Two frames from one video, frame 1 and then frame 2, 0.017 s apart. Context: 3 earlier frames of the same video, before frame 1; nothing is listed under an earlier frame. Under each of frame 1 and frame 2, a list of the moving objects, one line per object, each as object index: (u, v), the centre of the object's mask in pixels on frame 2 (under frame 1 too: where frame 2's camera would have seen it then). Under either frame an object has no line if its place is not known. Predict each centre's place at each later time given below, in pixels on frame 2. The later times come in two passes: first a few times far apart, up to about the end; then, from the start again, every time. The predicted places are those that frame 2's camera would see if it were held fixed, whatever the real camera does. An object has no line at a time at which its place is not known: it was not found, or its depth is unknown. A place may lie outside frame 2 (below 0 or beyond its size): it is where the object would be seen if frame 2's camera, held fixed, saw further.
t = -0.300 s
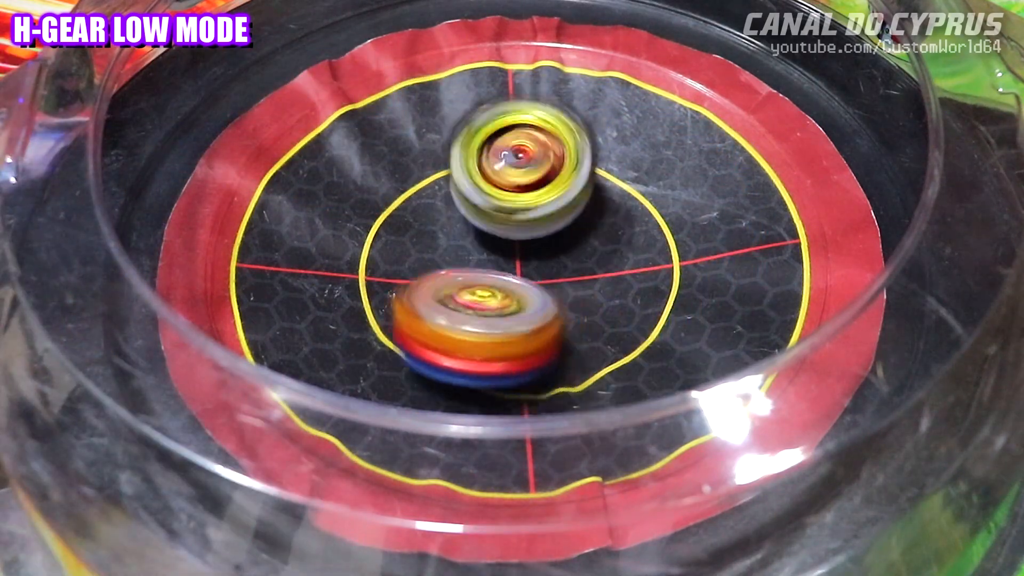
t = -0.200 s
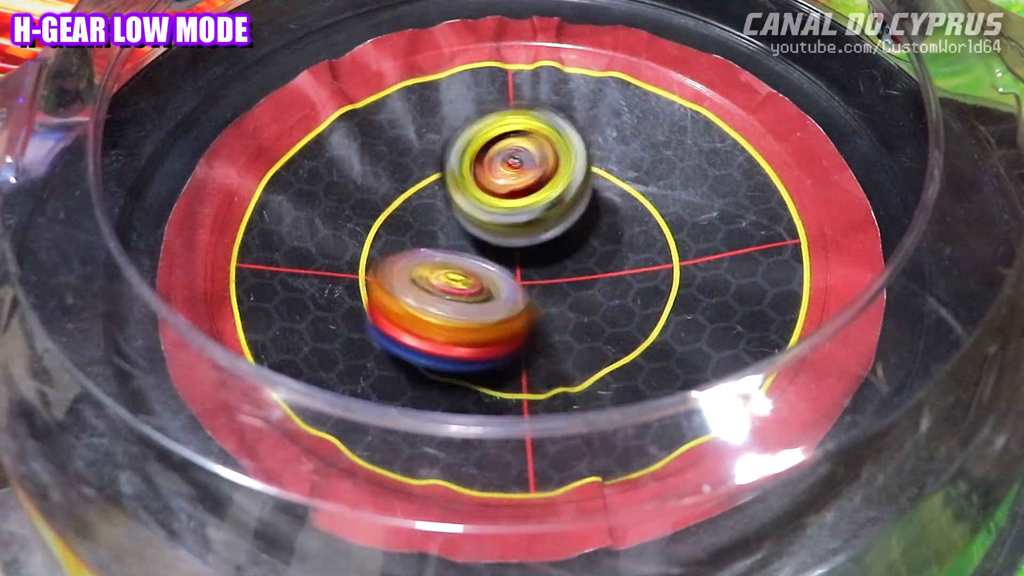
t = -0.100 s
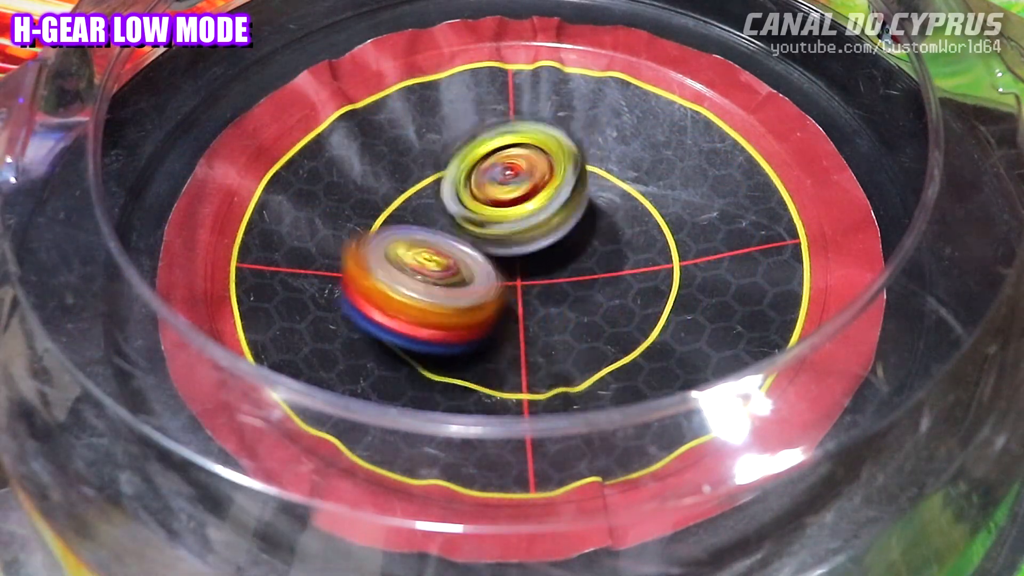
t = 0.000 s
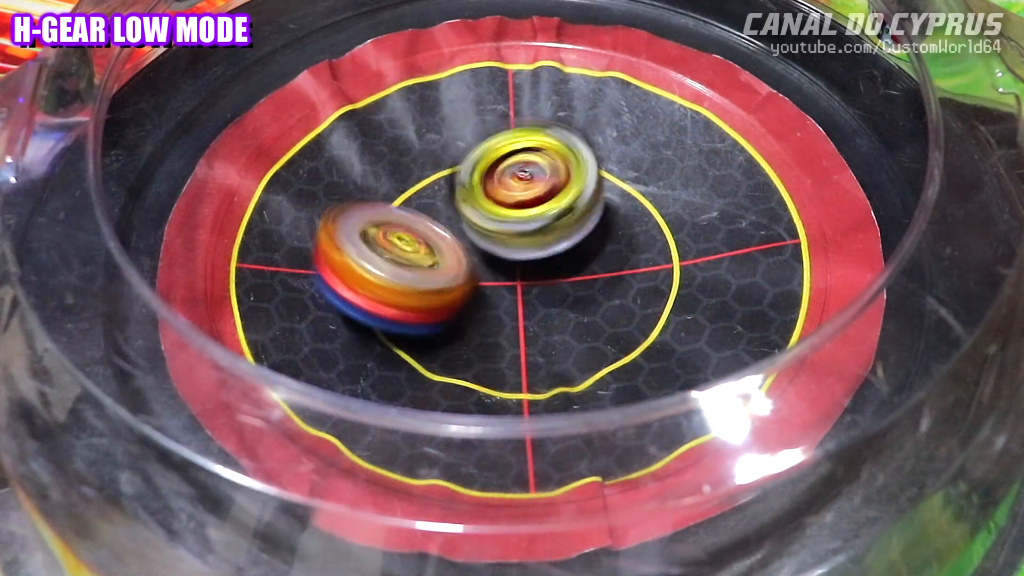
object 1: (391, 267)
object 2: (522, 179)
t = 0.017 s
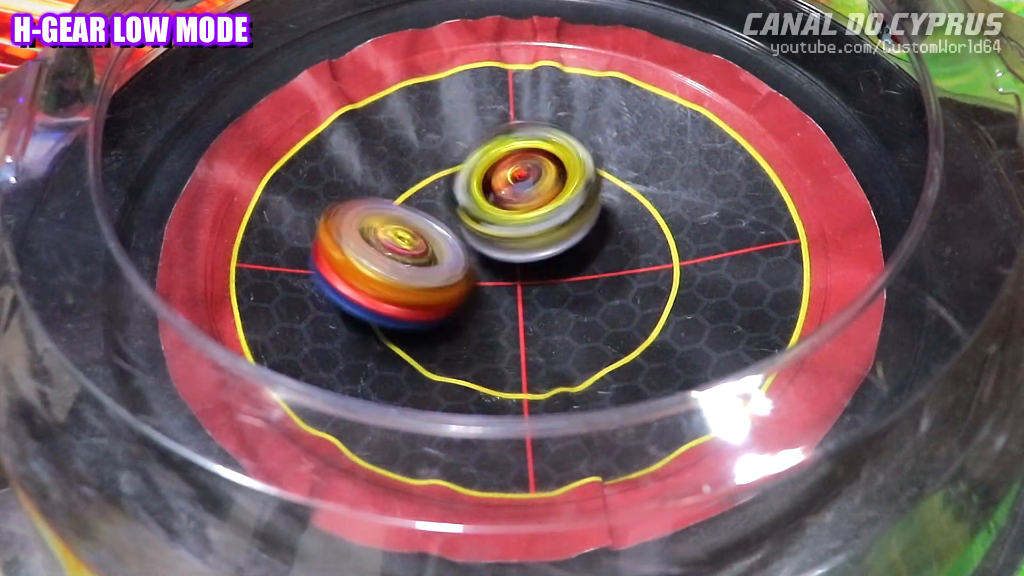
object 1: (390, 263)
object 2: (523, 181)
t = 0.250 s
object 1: (354, 208)
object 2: (533, 214)
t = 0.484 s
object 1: (370, 146)
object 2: (526, 227)
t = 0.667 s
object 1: (416, 115)
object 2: (528, 242)
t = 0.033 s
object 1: (388, 260)
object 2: (522, 184)
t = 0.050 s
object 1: (386, 255)
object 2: (517, 186)
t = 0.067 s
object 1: (378, 251)
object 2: (518, 193)
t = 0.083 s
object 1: (371, 247)
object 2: (525, 187)
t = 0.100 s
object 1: (366, 243)
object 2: (530, 195)
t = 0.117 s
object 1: (362, 238)
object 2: (530, 196)
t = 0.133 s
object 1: (359, 234)
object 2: (537, 204)
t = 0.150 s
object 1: (356, 229)
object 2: (535, 203)
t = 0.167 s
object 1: (356, 226)
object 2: (540, 208)
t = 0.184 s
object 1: (354, 221)
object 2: (539, 206)
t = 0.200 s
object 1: (353, 218)
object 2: (534, 210)
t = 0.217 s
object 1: (353, 216)
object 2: (534, 213)
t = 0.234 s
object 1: (352, 211)
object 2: (536, 224)
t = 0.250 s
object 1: (354, 208)
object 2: (533, 214)
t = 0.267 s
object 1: (354, 206)
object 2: (528, 217)
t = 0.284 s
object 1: (356, 203)
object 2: (529, 218)
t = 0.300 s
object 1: (357, 199)
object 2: (529, 214)
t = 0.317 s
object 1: (358, 197)
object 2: (525, 216)
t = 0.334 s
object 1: (362, 194)
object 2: (526, 217)
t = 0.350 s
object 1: (363, 191)
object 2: (525, 215)
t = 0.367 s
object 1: (367, 189)
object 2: (519, 217)
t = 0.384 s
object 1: (368, 186)
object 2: (518, 218)
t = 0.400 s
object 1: (372, 183)
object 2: (518, 215)
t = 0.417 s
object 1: (373, 181)
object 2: (512, 217)
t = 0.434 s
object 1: (375, 176)
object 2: (512, 217)
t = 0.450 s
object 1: (372, 168)
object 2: (513, 215)
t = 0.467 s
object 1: (370, 155)
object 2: (526, 225)
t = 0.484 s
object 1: (370, 146)
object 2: (526, 227)
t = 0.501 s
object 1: (370, 140)
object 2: (527, 231)
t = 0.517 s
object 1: (374, 135)
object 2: (528, 240)
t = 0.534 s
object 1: (378, 130)
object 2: (529, 240)
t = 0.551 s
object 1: (382, 126)
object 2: (528, 241)
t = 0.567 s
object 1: (388, 123)
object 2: (526, 255)
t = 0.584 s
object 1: (392, 120)
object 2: (523, 247)
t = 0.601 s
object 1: (398, 120)
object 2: (522, 247)
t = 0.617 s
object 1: (404, 118)
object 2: (527, 243)
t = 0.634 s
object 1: (408, 117)
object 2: (523, 243)
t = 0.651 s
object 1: (413, 116)
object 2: (530, 243)
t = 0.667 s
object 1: (416, 115)
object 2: (528, 242)
